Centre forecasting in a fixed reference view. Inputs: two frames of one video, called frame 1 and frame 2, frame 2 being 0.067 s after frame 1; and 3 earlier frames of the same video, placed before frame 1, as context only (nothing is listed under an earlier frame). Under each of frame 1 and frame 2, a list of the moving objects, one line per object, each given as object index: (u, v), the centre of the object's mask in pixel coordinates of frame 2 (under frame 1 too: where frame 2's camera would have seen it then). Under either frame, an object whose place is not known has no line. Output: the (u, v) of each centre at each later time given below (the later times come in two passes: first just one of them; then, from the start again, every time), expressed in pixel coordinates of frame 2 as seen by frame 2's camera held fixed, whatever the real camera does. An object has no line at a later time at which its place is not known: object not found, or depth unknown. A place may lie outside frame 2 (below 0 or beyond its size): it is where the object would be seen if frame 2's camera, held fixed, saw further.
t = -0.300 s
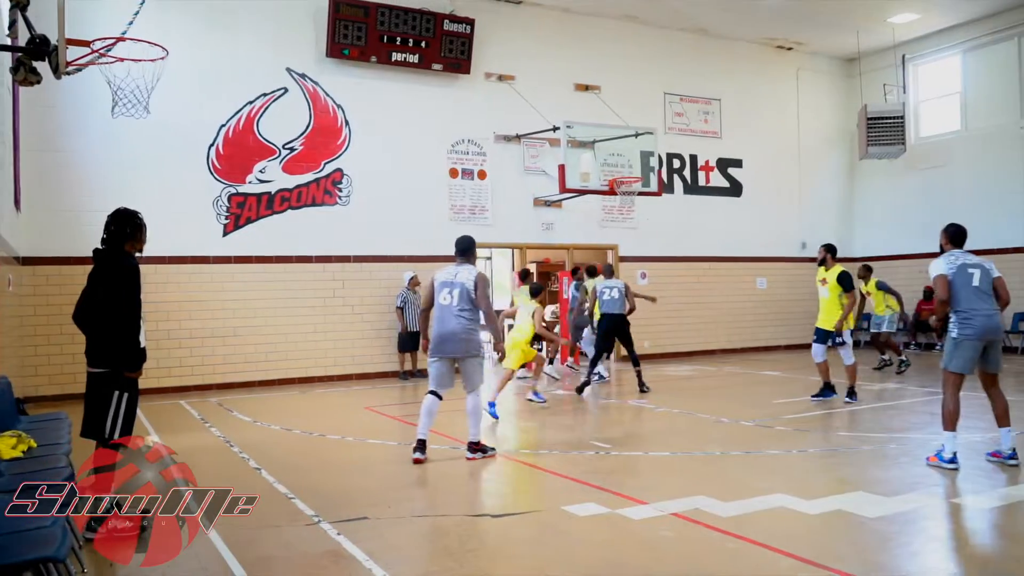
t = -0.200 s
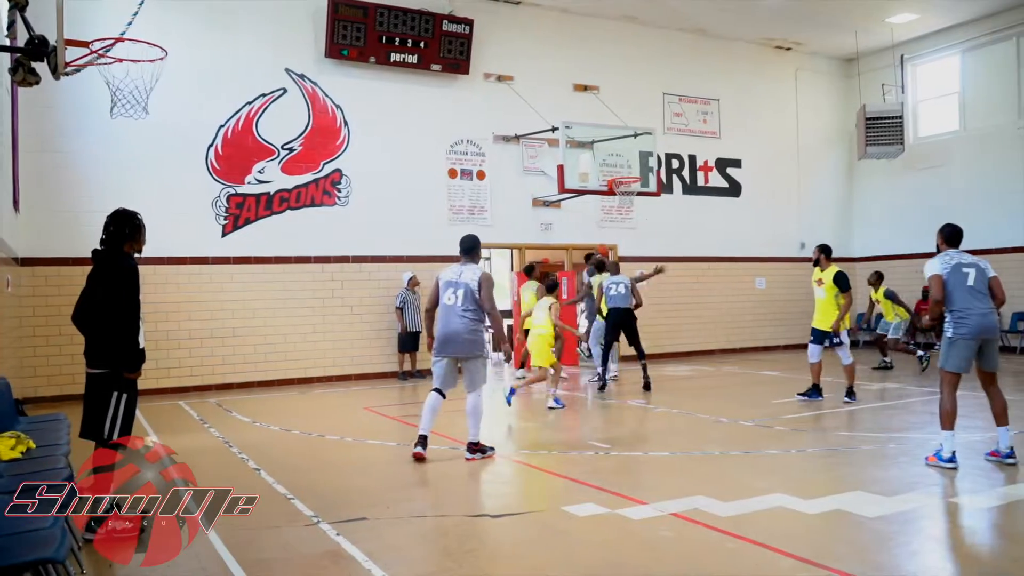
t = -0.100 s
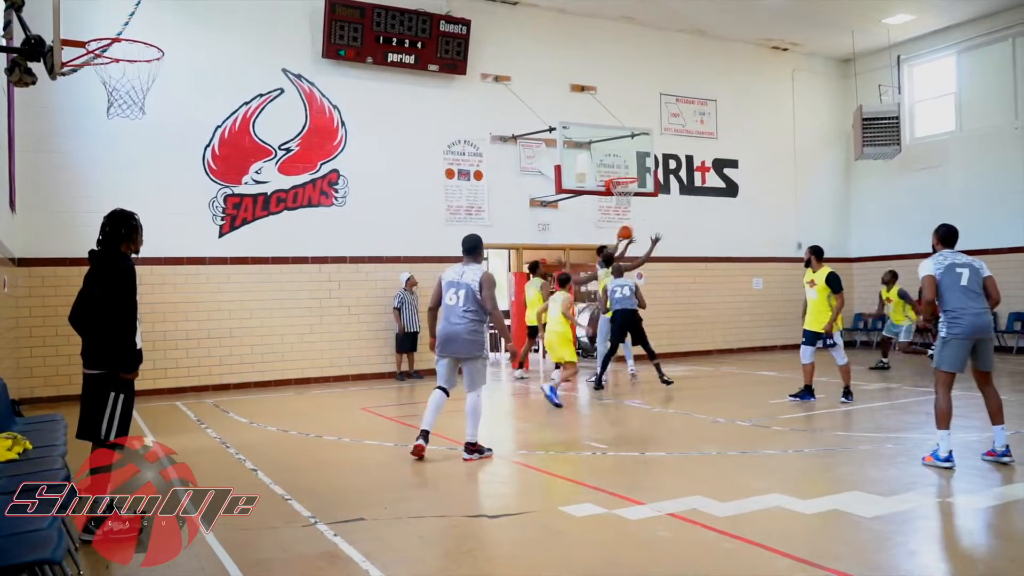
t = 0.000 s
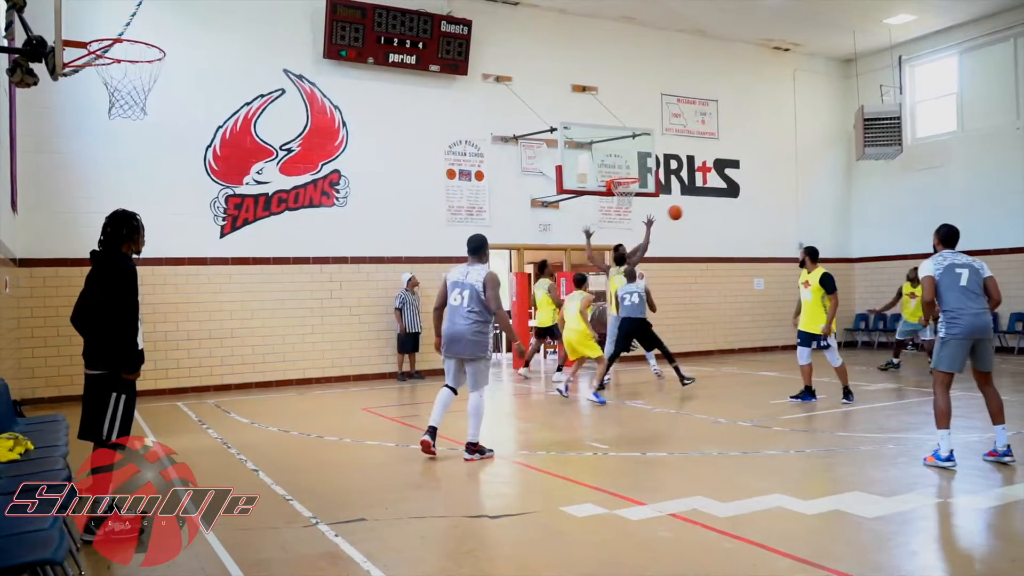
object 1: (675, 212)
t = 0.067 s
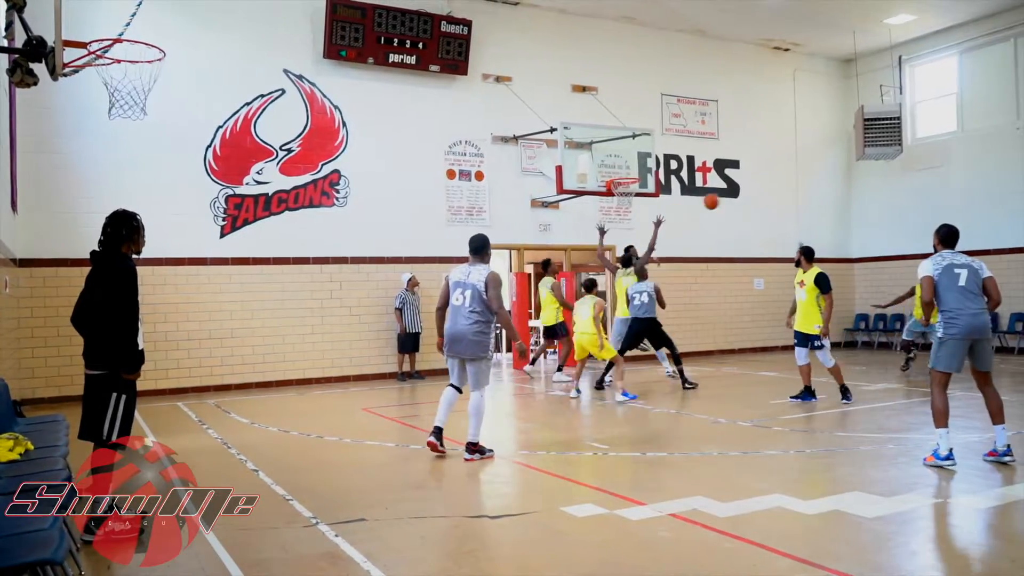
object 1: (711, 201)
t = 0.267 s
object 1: (839, 182)
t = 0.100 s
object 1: (730, 196)
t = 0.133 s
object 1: (750, 192)
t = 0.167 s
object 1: (771, 188)
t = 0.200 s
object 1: (793, 185)
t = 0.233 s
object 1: (815, 183)
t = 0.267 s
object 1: (839, 182)
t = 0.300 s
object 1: (863, 180)
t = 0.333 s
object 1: (889, 181)
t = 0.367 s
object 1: (916, 181)
